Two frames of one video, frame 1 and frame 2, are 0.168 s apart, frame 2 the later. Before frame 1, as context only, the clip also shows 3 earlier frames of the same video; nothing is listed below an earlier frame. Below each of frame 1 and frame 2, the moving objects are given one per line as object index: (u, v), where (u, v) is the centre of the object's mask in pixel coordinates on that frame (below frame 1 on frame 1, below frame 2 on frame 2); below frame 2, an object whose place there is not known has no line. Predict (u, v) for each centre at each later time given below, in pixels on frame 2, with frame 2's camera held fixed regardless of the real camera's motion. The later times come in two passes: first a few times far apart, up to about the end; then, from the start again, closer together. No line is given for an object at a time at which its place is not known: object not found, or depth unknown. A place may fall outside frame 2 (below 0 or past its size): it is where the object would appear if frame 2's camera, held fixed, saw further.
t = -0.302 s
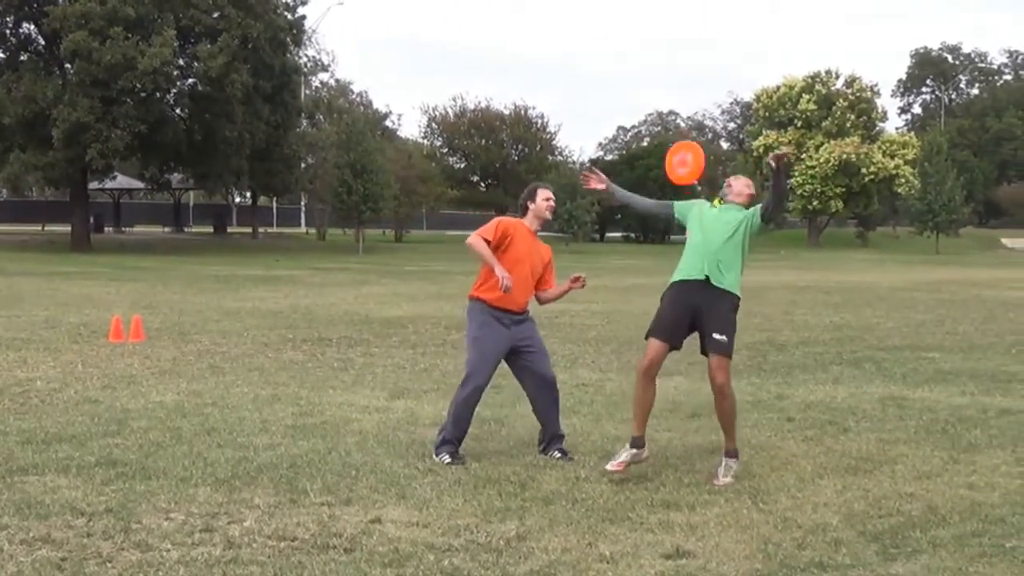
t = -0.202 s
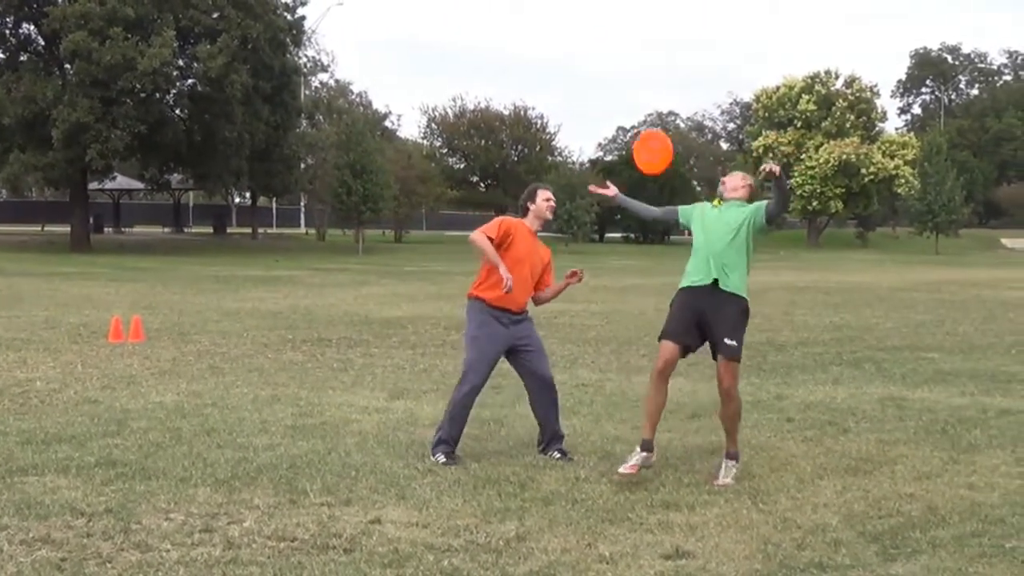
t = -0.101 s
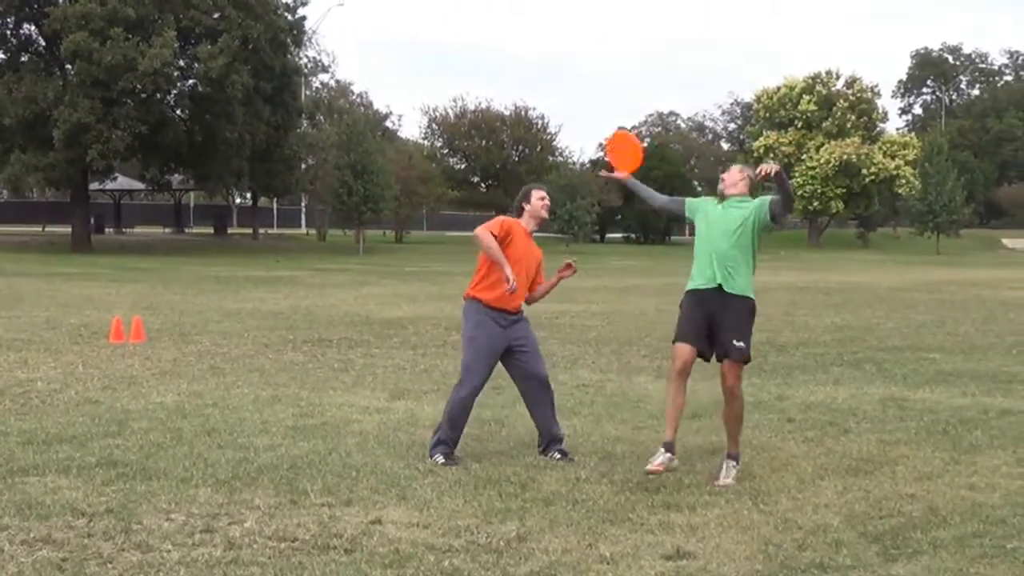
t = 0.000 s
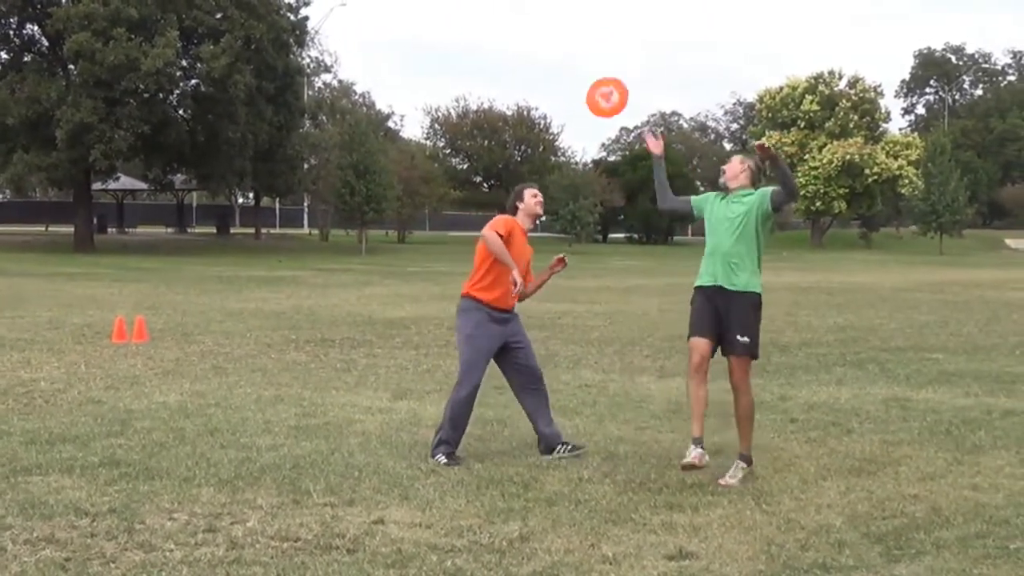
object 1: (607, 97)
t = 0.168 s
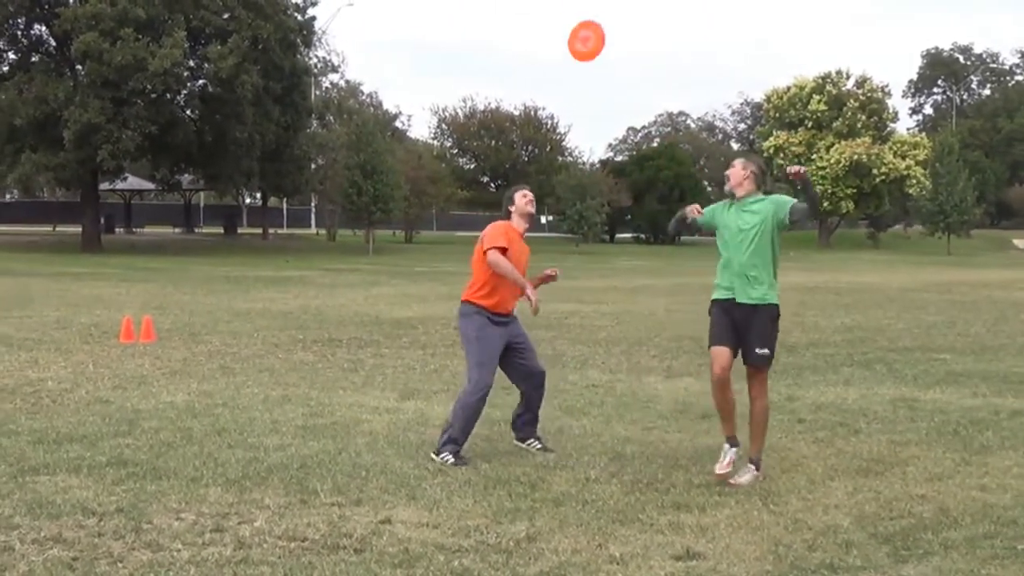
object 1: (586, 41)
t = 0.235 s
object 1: (575, 30)
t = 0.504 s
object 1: (537, 59)
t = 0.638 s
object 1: (520, 113)
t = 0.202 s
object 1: (581, 34)
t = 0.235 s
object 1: (575, 30)
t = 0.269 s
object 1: (570, 28)
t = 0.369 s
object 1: (555, 31)
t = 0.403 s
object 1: (550, 36)
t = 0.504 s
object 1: (537, 59)
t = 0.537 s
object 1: (532, 70)
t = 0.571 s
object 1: (527, 83)
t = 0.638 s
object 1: (520, 113)
